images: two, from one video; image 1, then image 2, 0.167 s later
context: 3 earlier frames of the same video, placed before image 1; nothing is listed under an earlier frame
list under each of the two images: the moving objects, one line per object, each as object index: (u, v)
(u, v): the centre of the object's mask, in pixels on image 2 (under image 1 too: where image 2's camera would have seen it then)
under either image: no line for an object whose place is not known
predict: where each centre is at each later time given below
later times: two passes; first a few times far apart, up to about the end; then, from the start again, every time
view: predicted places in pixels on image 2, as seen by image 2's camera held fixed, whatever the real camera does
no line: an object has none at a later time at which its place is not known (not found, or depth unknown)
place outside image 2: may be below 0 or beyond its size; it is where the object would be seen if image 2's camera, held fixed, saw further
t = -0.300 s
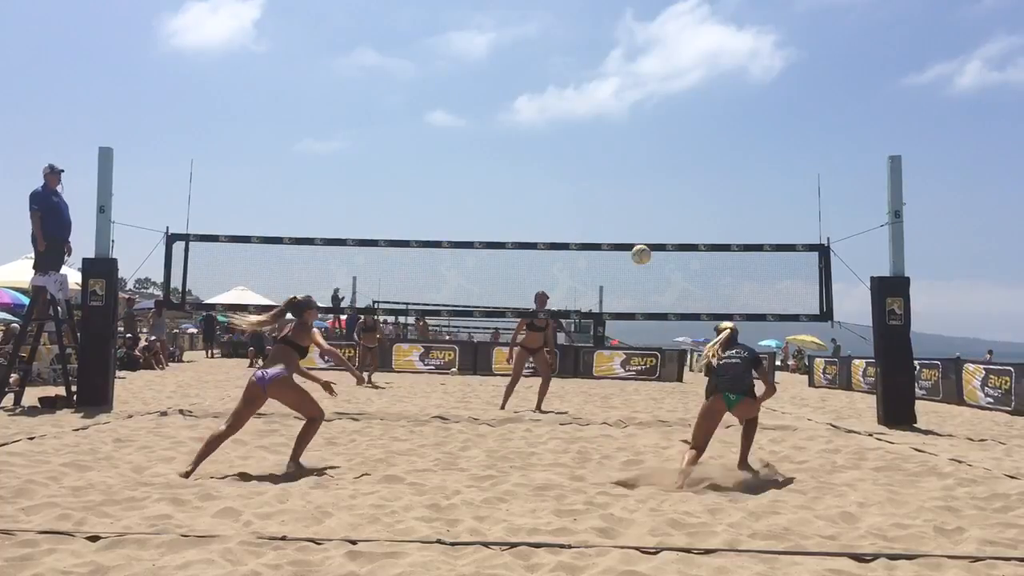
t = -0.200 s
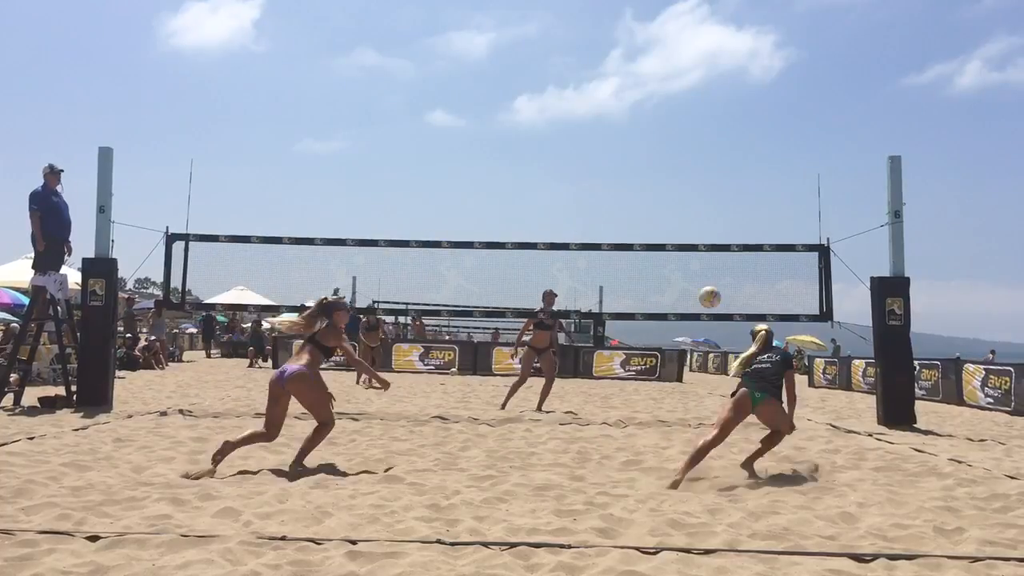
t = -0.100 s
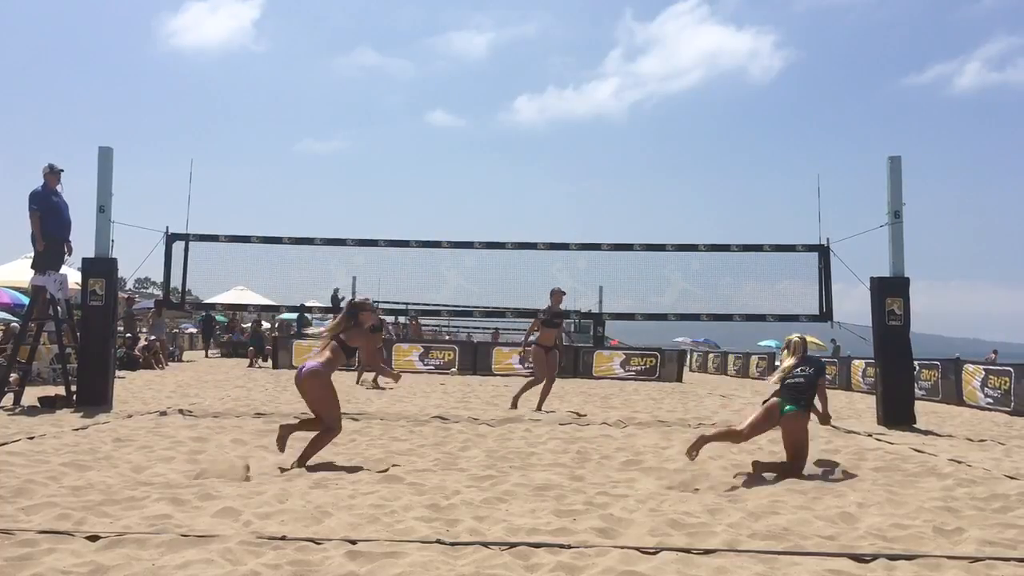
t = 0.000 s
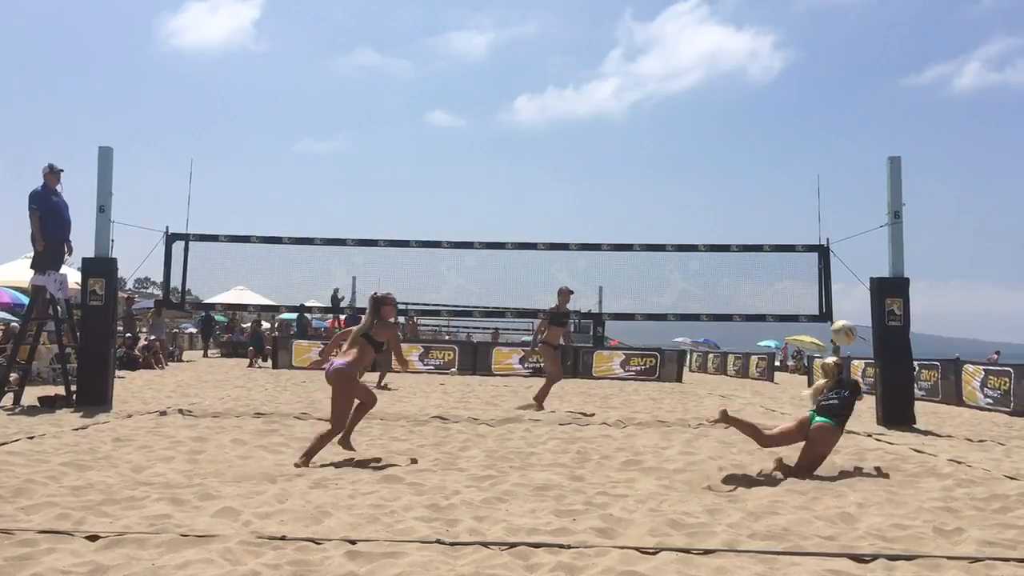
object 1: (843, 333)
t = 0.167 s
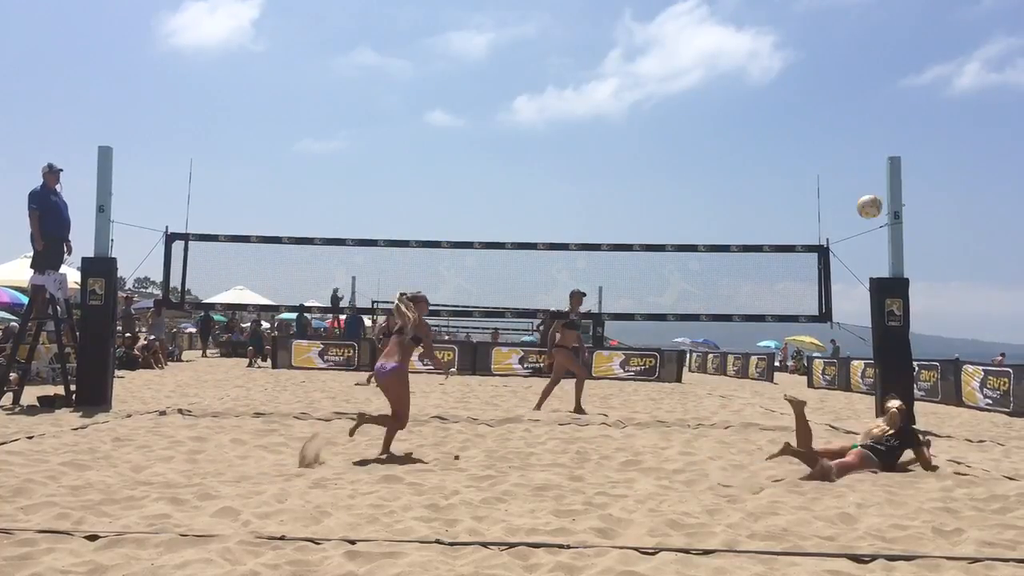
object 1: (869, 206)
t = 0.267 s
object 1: (884, 151)
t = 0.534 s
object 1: (918, 59)
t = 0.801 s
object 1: (945, 39)
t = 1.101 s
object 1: (964, 91)
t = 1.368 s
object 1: (974, 193)
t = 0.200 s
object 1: (874, 186)
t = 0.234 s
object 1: (879, 168)
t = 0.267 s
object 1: (884, 151)
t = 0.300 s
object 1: (889, 135)
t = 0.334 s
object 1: (894, 120)
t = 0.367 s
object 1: (898, 107)
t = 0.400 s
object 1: (902, 95)
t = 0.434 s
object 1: (907, 84)
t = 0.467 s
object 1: (911, 74)
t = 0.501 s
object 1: (914, 66)
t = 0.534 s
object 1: (918, 59)
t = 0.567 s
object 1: (922, 52)
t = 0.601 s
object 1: (926, 47)
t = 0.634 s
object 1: (929, 43)
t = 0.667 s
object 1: (932, 40)
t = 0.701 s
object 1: (936, 38)
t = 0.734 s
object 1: (939, 38)
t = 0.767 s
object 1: (942, 38)
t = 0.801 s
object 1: (945, 39)
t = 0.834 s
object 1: (947, 41)
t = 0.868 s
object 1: (950, 43)
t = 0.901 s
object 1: (952, 48)
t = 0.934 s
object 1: (955, 52)
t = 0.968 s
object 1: (957, 58)
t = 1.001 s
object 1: (959, 65)
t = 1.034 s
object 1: (961, 73)
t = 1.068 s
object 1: (962, 81)
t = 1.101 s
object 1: (964, 91)
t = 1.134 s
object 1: (966, 101)
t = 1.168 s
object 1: (967, 111)
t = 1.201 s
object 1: (969, 123)
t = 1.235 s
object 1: (970, 136)
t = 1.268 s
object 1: (971, 149)
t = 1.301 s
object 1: (972, 163)
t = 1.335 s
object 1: (973, 177)
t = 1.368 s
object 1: (974, 193)
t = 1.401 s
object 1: (974, 209)
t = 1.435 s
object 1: (975, 225)
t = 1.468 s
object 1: (975, 243)
